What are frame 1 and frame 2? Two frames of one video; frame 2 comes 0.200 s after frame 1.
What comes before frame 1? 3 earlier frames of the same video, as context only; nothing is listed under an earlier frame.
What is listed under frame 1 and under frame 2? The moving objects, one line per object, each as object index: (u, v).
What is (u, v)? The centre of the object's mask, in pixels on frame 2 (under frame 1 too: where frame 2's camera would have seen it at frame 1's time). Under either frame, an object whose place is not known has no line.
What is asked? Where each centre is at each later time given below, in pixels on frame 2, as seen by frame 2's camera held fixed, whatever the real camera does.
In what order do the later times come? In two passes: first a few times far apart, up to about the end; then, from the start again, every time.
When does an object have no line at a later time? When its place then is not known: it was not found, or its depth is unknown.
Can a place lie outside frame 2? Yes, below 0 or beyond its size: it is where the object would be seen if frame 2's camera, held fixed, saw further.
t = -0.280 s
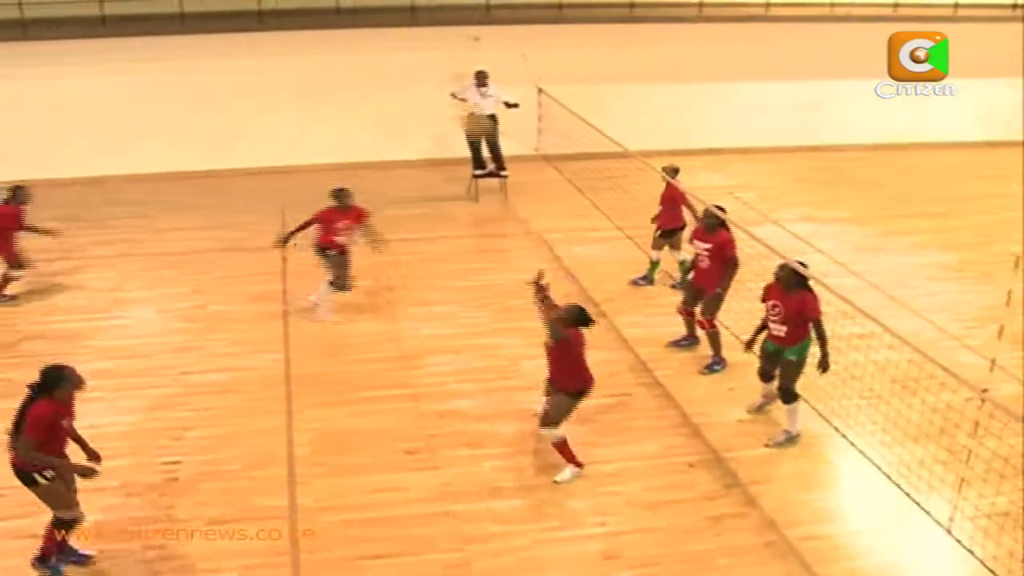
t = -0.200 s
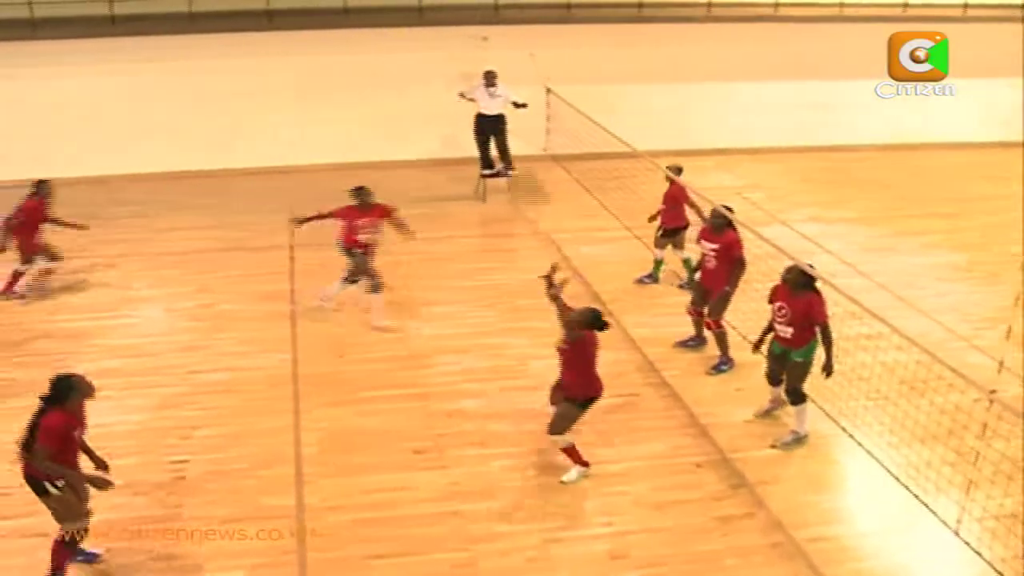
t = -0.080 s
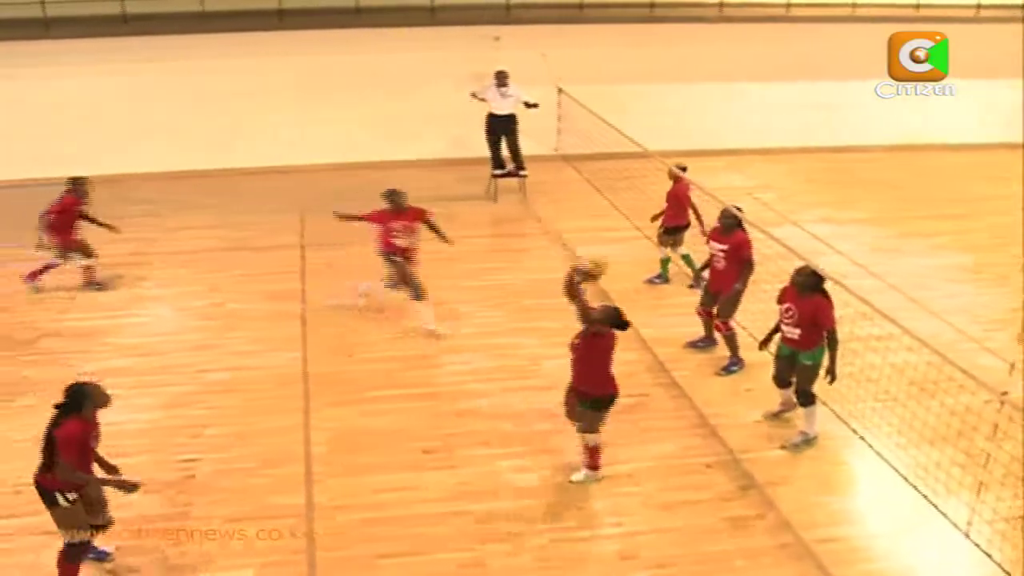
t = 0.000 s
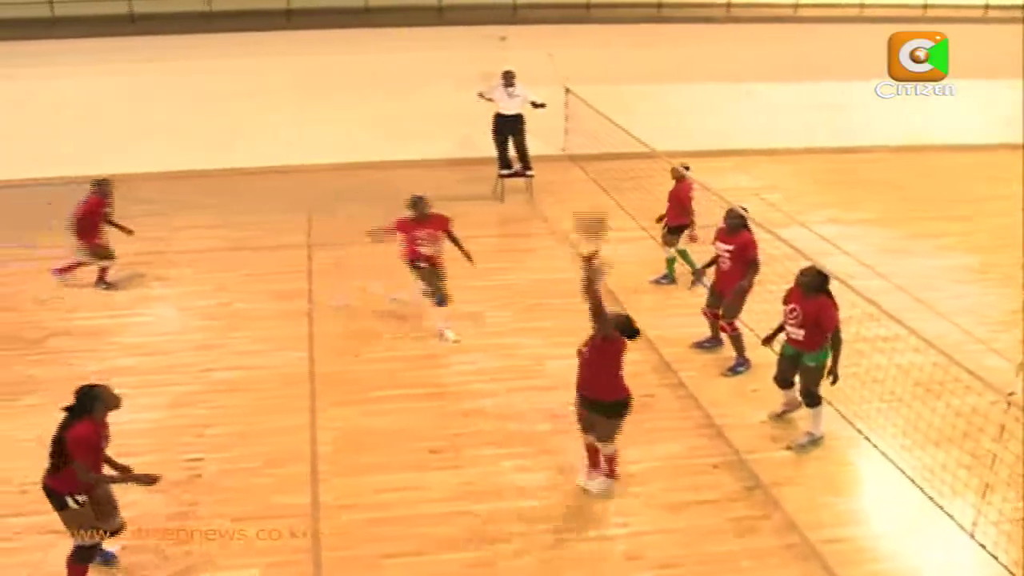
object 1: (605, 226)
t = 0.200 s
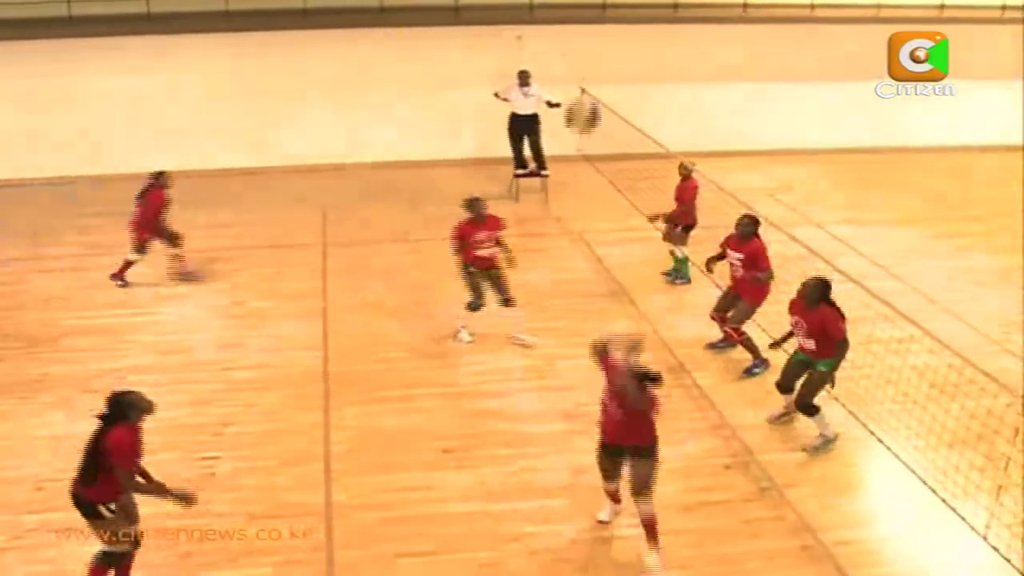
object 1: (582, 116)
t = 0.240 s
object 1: (577, 99)
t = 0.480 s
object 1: (539, 41)
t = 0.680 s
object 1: (506, 56)
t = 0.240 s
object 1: (577, 99)
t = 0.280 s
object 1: (571, 84)
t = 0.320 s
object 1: (566, 70)
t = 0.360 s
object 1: (560, 60)
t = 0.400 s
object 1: (554, 52)
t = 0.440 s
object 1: (546, 46)
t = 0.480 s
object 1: (539, 41)
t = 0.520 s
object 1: (532, 38)
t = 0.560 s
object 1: (526, 39)
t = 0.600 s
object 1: (519, 43)
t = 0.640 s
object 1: (513, 48)
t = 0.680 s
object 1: (506, 56)
